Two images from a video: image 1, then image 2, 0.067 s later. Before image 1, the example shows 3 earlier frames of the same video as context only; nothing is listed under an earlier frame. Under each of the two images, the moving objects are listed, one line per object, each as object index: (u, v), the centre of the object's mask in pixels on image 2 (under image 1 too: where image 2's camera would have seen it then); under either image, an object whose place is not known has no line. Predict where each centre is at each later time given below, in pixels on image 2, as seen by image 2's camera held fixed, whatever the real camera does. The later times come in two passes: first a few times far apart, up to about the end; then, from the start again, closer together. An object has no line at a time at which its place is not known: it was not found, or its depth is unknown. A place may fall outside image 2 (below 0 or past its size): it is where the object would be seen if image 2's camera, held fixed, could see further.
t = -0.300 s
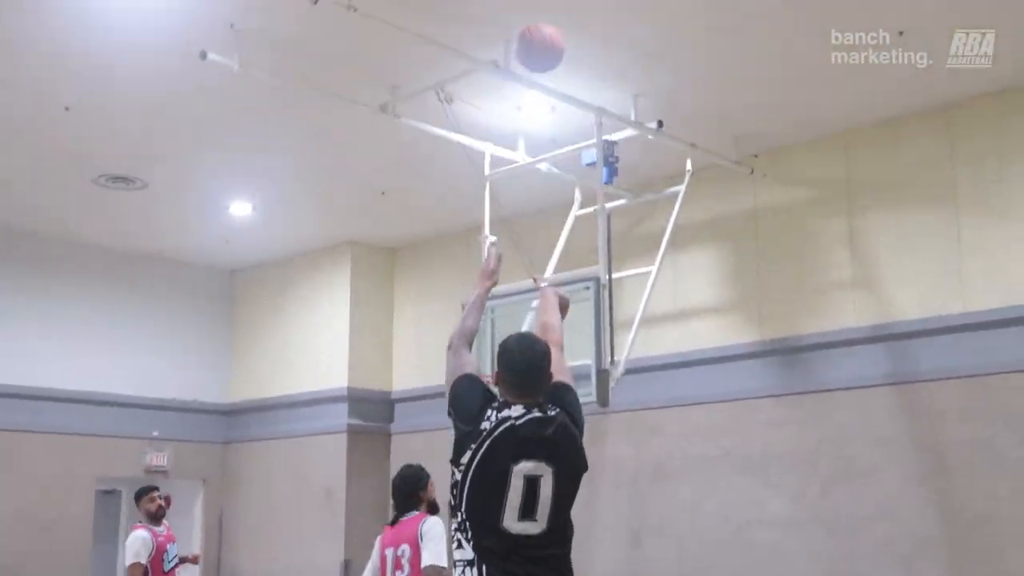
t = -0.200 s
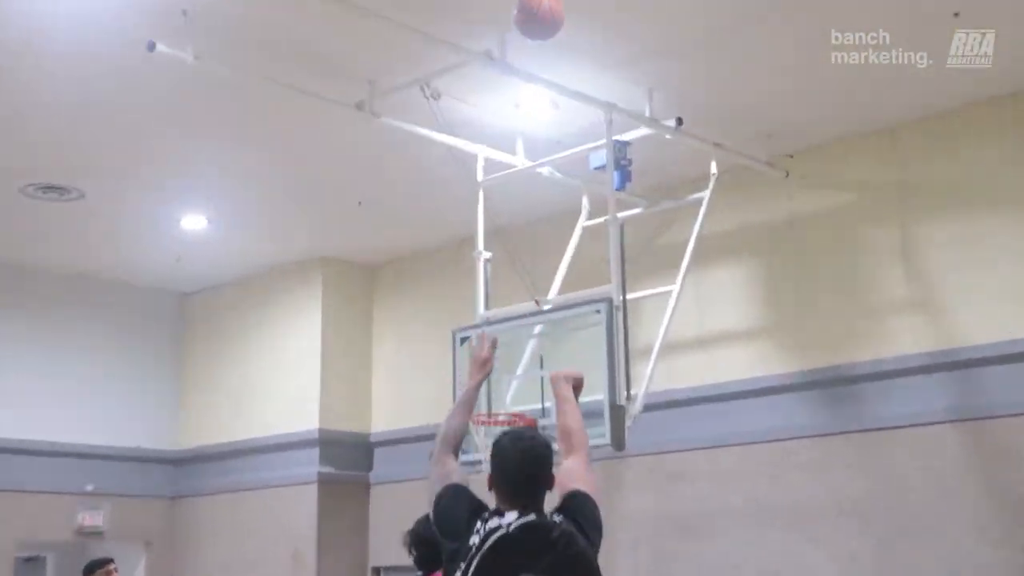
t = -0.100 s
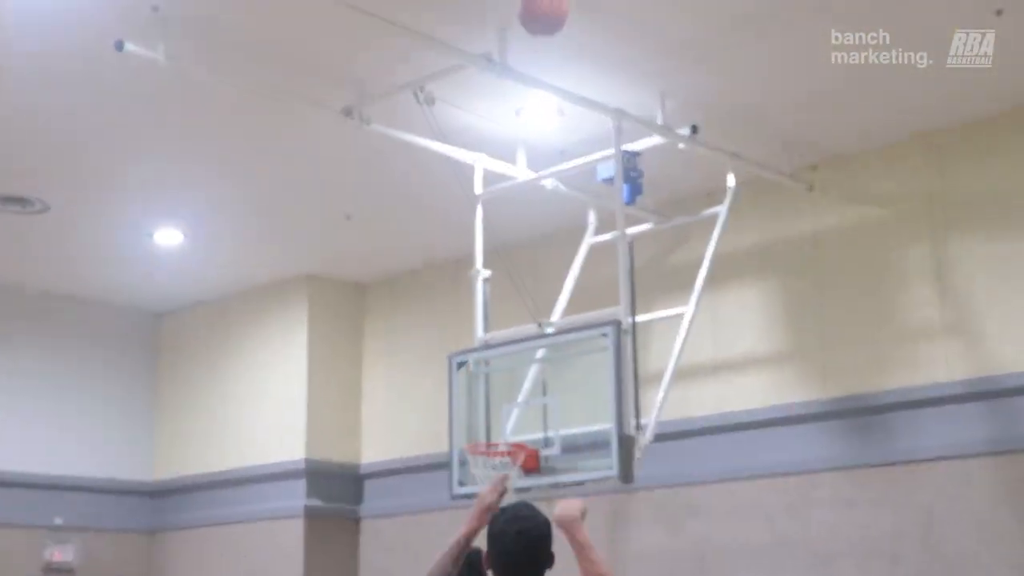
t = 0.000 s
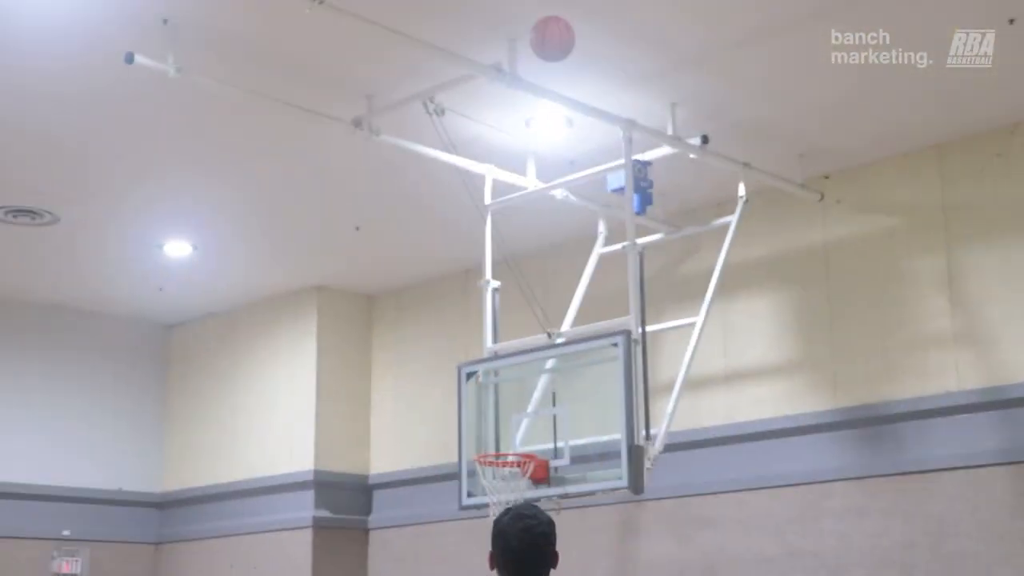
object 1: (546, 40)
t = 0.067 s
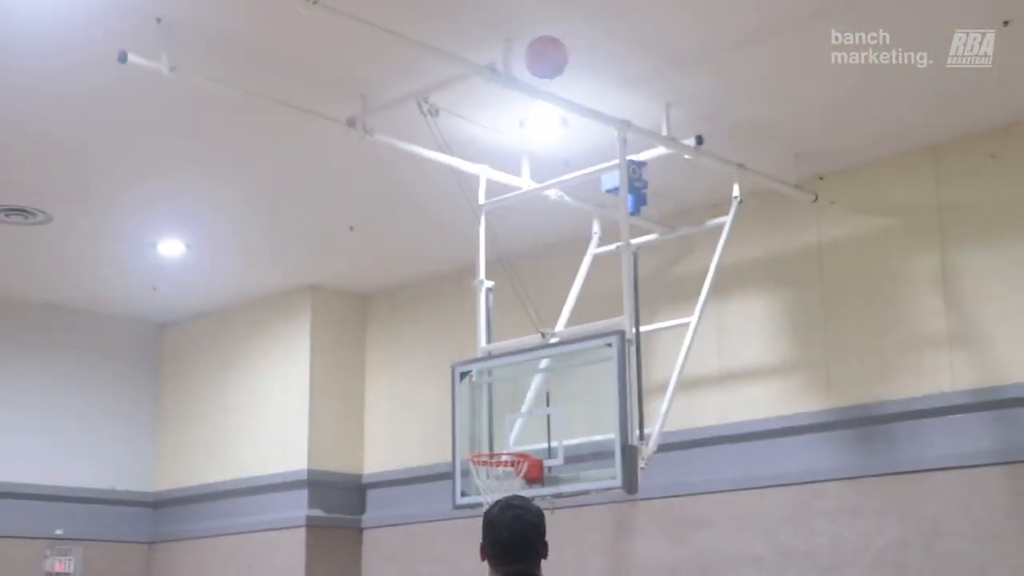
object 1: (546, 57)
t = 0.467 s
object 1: (545, 256)
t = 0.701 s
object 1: (547, 429)
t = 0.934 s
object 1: (494, 347)
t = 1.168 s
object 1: (444, 291)
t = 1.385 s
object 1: (393, 301)
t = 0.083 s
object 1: (547, 62)
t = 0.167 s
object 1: (546, 93)
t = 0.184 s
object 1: (546, 98)
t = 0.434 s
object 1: (545, 235)
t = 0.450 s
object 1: (545, 244)
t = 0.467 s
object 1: (545, 256)
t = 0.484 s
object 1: (545, 267)
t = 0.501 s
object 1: (545, 278)
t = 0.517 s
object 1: (546, 289)
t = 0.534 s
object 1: (546, 301)
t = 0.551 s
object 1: (545, 313)
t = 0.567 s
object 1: (546, 325)
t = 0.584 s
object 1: (546, 337)
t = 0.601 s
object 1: (547, 350)
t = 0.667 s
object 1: (546, 403)
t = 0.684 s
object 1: (547, 415)
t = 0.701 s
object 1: (547, 429)
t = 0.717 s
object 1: (542, 438)
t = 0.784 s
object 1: (524, 417)
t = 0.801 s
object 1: (520, 408)
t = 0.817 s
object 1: (517, 399)
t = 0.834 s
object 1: (514, 391)
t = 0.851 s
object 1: (510, 383)
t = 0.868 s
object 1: (507, 376)
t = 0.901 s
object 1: (500, 360)
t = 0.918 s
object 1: (497, 353)
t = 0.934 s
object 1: (494, 347)
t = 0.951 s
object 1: (490, 340)
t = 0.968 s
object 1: (486, 335)
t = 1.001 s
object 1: (479, 325)
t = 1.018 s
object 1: (476, 319)
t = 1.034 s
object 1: (472, 315)
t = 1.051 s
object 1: (468, 311)
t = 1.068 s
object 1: (465, 307)
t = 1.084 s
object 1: (462, 303)
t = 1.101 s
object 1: (458, 300)
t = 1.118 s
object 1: (455, 297)
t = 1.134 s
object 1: (451, 295)
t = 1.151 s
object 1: (447, 292)
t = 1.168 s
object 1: (444, 291)
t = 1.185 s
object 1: (440, 289)
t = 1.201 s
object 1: (436, 288)
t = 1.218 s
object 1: (433, 288)
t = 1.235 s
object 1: (429, 288)
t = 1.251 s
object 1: (425, 288)
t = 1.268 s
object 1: (421, 288)
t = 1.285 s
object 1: (417, 289)
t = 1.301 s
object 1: (413, 290)
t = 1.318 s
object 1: (409, 291)
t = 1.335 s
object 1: (405, 293)
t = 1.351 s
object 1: (402, 295)
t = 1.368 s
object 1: (398, 298)
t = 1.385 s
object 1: (393, 301)
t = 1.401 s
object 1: (390, 304)
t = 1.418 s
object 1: (385, 308)
